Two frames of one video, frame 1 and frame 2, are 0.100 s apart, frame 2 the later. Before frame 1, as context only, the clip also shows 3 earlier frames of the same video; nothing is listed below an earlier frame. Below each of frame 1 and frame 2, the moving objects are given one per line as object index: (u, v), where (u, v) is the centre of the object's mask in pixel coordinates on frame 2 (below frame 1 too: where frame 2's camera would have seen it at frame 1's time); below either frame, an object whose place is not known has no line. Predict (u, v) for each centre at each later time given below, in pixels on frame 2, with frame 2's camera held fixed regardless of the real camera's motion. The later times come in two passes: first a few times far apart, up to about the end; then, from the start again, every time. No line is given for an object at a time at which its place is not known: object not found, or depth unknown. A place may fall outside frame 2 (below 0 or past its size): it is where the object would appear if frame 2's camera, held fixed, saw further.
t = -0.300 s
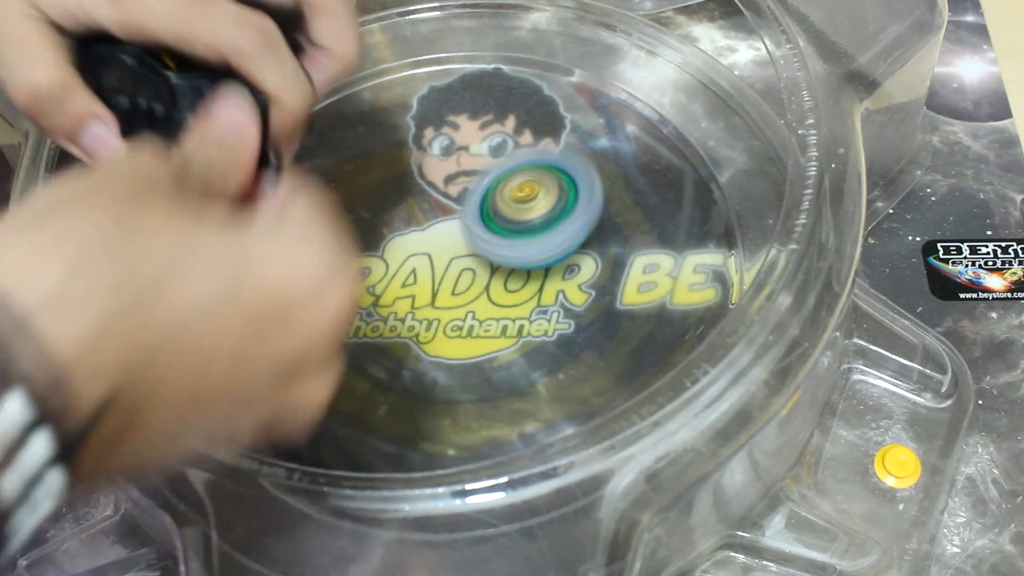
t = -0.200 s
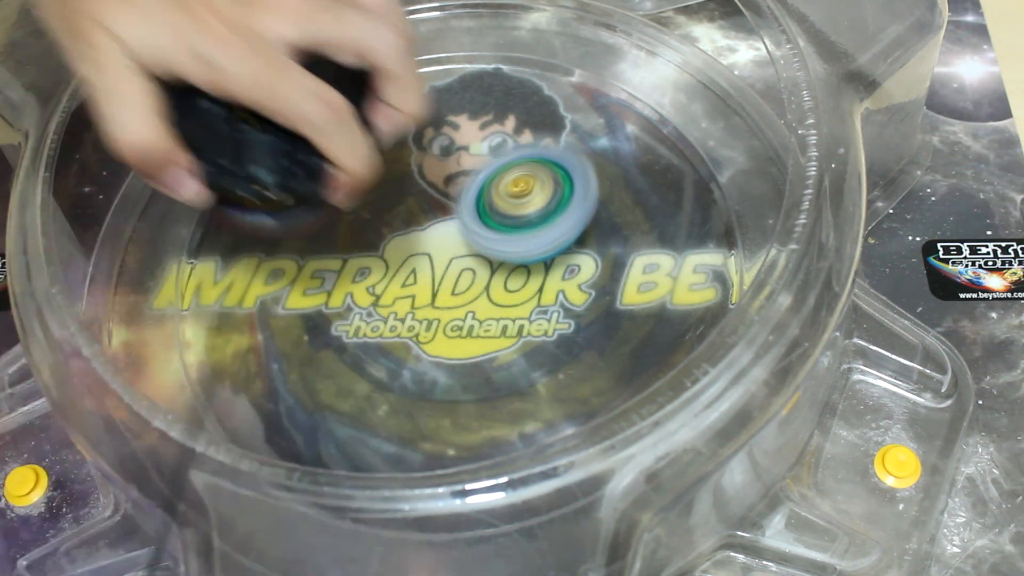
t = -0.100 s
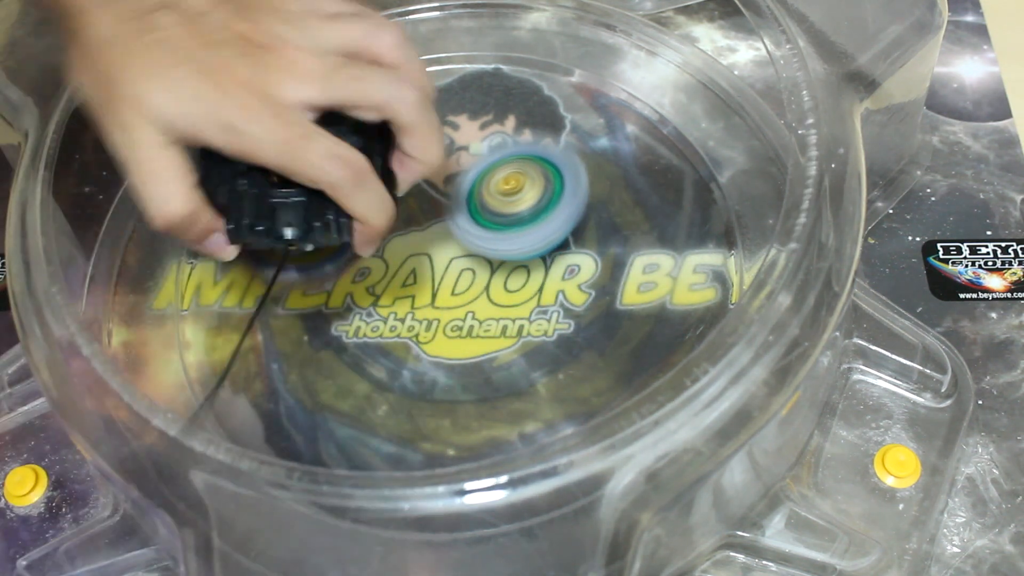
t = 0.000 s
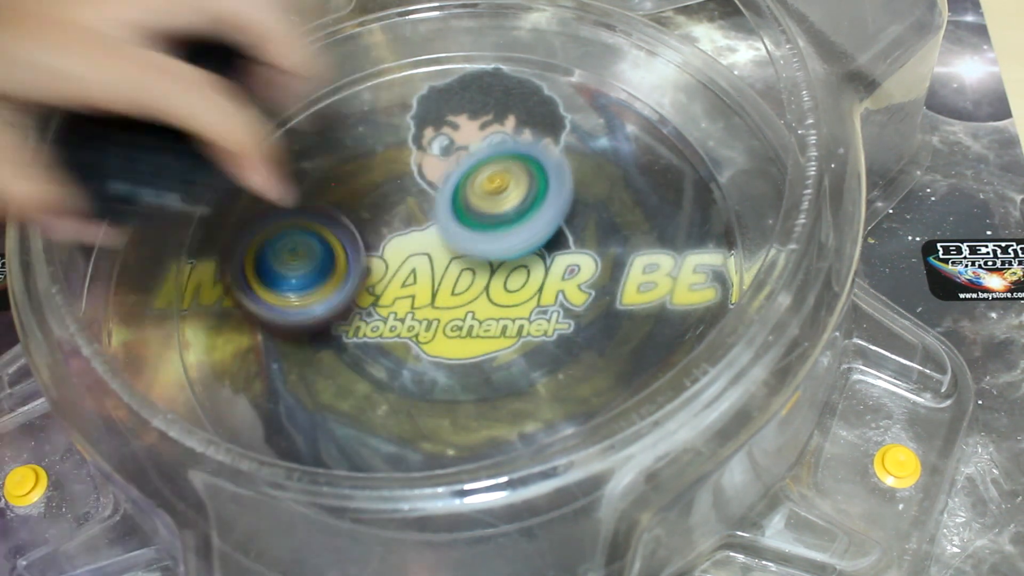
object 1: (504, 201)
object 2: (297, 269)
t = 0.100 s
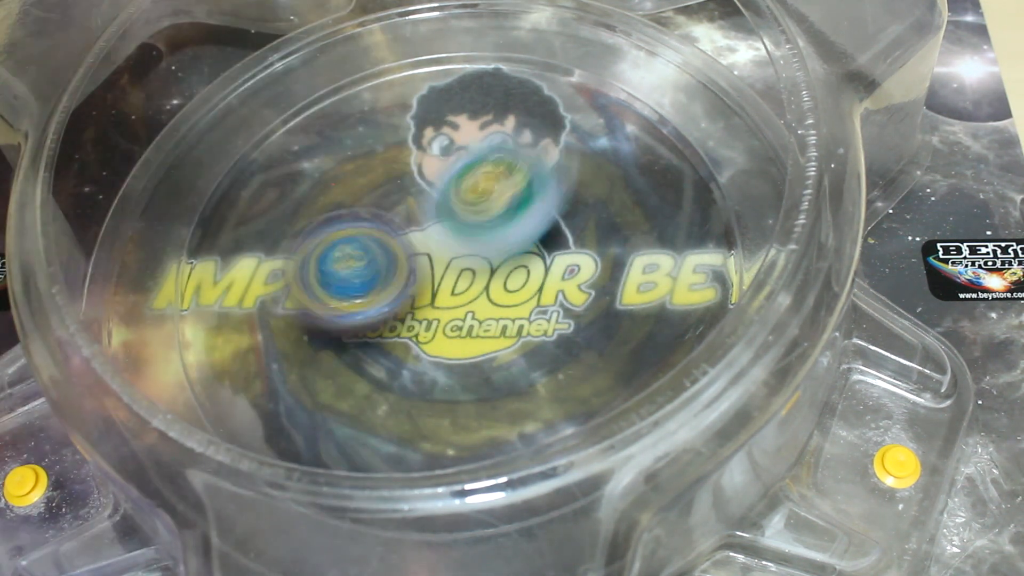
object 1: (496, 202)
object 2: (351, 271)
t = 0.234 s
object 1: (712, 26)
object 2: (312, 409)
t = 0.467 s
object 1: (828, 86)
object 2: (390, 185)
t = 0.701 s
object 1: (557, 57)
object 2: (315, 419)
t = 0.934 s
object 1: (202, 169)
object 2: (467, 141)
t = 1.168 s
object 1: (366, 413)
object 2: (233, 354)
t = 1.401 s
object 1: (667, 381)
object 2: (502, 166)
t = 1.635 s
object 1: (549, 161)
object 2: (220, 222)
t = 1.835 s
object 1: (339, 116)
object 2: (526, 245)
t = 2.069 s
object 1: (224, 193)
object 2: (331, 79)
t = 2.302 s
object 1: (554, 502)
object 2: (424, 55)
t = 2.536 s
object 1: (257, 209)
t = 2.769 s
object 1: (290, 53)
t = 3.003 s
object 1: (488, 288)
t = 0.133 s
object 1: (556, 138)
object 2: (303, 291)
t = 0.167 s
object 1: (613, 88)
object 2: (273, 333)
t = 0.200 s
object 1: (672, 50)
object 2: (273, 380)
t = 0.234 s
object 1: (712, 26)
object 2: (312, 409)
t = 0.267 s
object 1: (741, 10)
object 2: (384, 416)
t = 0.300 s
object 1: (764, 13)
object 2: (447, 402)
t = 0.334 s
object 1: (765, 34)
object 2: (481, 357)
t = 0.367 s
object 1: (791, 50)
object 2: (497, 300)
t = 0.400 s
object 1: (811, 56)
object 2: (481, 253)
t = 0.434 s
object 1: (799, 92)
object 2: (438, 207)
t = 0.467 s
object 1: (828, 86)
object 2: (390, 185)
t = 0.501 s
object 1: (819, 76)
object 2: (332, 171)
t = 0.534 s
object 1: (808, 59)
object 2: (278, 183)
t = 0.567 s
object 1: (767, 50)
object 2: (224, 209)
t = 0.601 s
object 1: (719, 46)
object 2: (187, 263)
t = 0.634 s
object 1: (669, 49)
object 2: (201, 348)
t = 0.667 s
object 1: (613, 53)
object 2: (258, 401)
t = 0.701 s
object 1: (557, 57)
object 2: (315, 419)
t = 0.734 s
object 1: (505, 77)
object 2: (393, 419)
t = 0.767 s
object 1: (446, 89)
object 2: (463, 398)
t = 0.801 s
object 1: (385, 95)
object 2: (506, 351)
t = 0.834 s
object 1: (329, 115)
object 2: (530, 293)
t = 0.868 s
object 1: (282, 127)
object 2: (529, 231)
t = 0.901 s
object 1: (237, 139)
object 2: (508, 182)
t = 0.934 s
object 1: (202, 169)
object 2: (467, 141)
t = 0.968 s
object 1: (204, 202)
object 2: (407, 114)
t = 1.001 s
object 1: (216, 250)
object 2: (347, 98)
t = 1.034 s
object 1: (235, 288)
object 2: (284, 105)
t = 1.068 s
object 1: (263, 334)
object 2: (234, 144)
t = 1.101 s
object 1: (295, 378)
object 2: (196, 203)
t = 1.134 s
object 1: (327, 396)
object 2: (196, 286)
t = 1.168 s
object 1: (366, 413)
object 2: (233, 354)
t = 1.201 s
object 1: (411, 435)
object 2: (289, 380)
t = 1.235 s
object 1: (468, 471)
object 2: (353, 376)
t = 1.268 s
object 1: (525, 465)
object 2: (413, 354)
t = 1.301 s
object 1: (578, 463)
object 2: (462, 321)
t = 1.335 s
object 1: (630, 447)
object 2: (491, 267)
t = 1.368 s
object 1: (655, 410)
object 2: (506, 222)
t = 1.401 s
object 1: (667, 381)
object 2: (502, 166)
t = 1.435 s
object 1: (670, 352)
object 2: (478, 129)
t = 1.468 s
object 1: (661, 314)
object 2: (438, 98)
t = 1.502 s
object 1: (654, 284)
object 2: (382, 77)
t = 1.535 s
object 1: (634, 250)
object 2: (322, 78)
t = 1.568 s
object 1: (607, 215)
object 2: (266, 111)
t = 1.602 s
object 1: (582, 188)
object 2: (227, 169)
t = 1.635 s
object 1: (549, 161)
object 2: (220, 222)
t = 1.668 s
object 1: (513, 135)
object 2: (245, 282)
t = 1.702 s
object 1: (477, 123)
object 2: (298, 324)
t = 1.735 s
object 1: (442, 110)
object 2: (356, 340)
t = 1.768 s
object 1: (406, 105)
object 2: (422, 328)
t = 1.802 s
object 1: (374, 109)
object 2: (484, 291)
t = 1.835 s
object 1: (339, 116)
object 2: (526, 245)
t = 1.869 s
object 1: (310, 126)
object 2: (547, 197)
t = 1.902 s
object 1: (284, 134)
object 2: (550, 145)
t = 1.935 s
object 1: (259, 145)
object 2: (530, 101)
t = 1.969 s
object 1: (243, 157)
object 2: (498, 70)
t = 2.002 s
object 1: (231, 167)
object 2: (448, 50)
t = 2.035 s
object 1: (223, 181)
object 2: (388, 52)
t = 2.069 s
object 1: (224, 193)
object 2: (331, 79)
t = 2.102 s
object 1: (224, 208)
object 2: (299, 113)
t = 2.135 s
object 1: (164, 290)
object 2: (332, 96)
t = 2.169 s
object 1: (167, 360)
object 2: (360, 73)
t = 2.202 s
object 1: (267, 404)
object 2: (378, 63)
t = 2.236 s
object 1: (363, 474)
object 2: (397, 76)
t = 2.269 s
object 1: (465, 498)
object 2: (410, 70)
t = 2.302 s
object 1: (554, 502)
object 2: (424, 55)
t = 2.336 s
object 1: (508, 484)
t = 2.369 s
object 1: (450, 456)
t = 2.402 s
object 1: (399, 407)
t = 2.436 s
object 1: (354, 361)
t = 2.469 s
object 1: (316, 312)
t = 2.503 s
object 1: (283, 250)
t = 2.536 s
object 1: (257, 209)
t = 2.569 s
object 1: (243, 169)
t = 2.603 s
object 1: (239, 129)
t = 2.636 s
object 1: (242, 95)
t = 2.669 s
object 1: (251, 70)
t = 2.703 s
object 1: (261, 48)
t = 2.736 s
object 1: (275, 45)
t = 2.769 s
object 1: (290, 53)
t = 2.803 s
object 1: (308, 74)
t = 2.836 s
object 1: (332, 104)
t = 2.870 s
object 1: (365, 131)
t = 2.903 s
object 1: (400, 163)
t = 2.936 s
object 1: (428, 201)
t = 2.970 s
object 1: (457, 244)
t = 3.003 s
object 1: (488, 288)
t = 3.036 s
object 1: (518, 341)
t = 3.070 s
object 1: (535, 374)
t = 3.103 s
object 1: (541, 395)
